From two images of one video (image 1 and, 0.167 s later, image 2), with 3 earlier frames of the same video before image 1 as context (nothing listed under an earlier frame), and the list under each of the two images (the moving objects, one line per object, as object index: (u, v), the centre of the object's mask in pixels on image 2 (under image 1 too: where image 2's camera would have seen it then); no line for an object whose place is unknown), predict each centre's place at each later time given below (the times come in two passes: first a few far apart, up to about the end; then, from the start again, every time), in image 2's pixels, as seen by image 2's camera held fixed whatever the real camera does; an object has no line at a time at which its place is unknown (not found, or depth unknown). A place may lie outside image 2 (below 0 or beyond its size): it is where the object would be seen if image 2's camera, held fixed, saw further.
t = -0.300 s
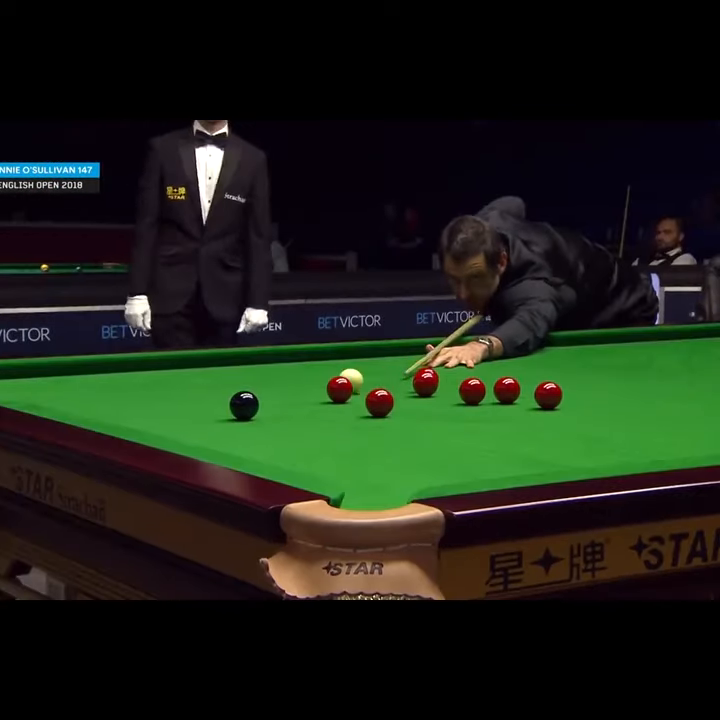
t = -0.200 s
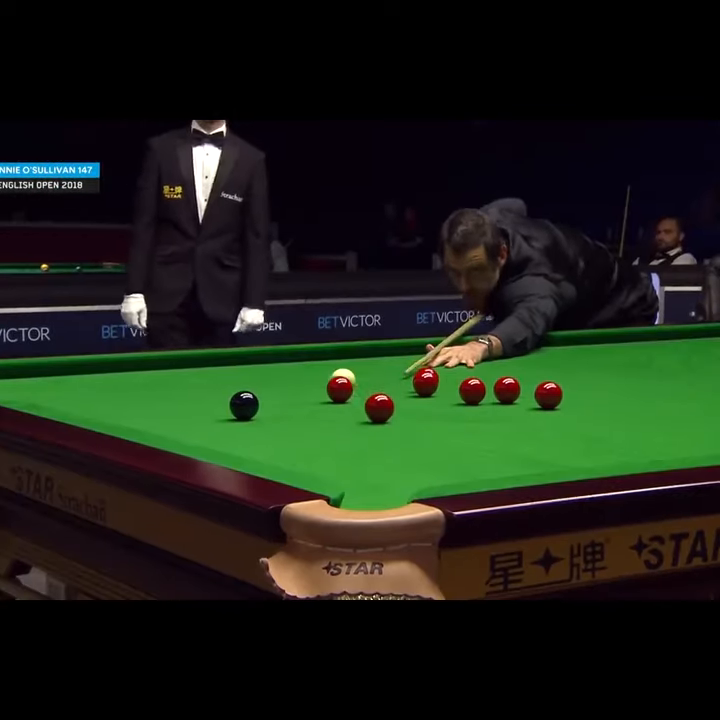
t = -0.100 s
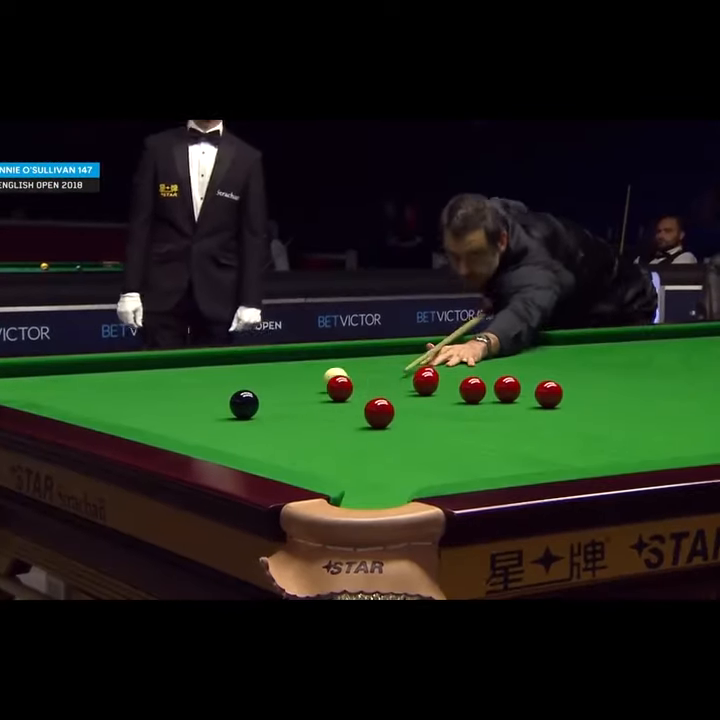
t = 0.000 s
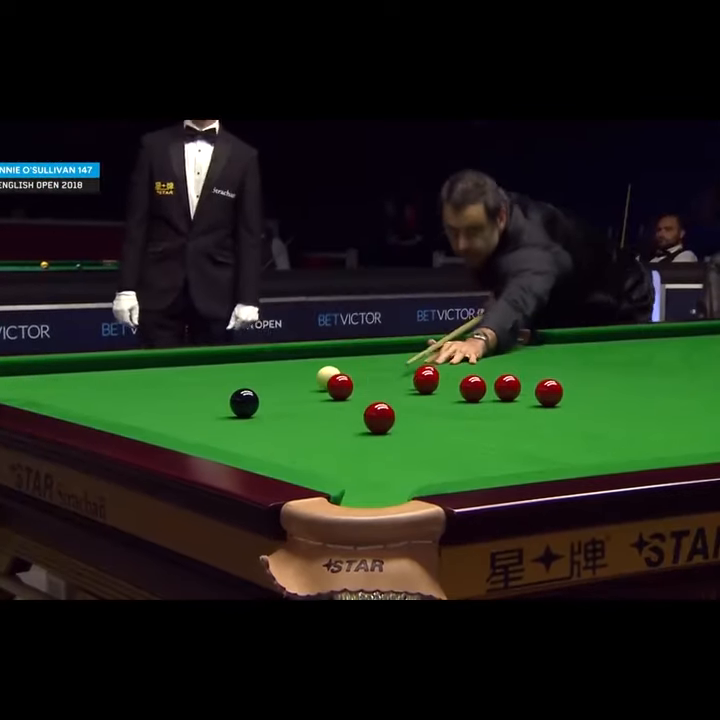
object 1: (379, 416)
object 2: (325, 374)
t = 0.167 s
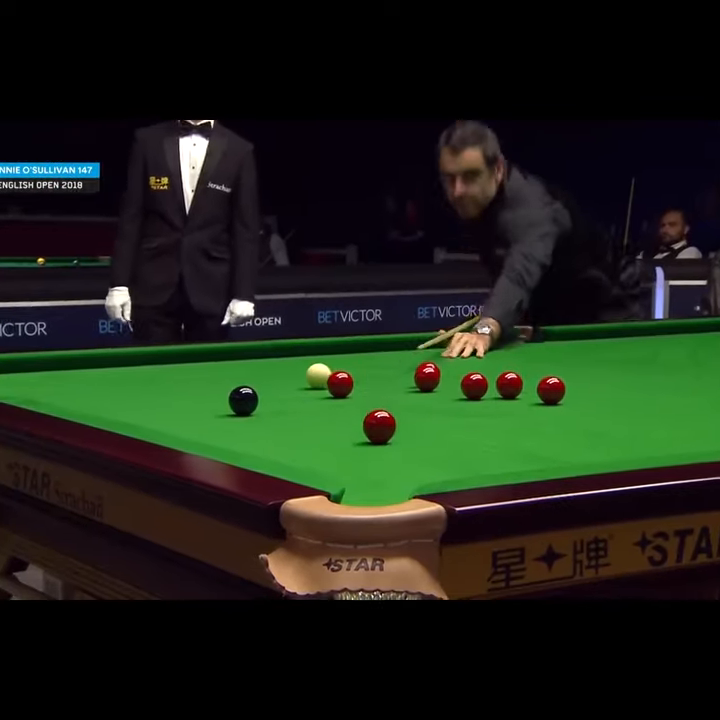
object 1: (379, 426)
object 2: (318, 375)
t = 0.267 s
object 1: (379, 433)
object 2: (313, 376)
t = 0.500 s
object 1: (379, 453)
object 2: (299, 375)
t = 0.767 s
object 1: (380, 479)
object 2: (288, 375)
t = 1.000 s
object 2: (279, 375)
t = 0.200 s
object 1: (379, 429)
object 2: (316, 375)
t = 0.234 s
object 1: (379, 430)
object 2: (315, 375)
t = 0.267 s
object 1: (379, 433)
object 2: (313, 376)
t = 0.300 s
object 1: (379, 436)
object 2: (310, 375)
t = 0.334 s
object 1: (379, 438)
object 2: (309, 375)
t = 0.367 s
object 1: (379, 441)
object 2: (307, 375)
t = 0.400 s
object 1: (379, 444)
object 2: (305, 375)
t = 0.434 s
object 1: (379, 446)
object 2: (303, 375)
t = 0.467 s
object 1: (379, 450)
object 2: (301, 375)
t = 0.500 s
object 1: (379, 453)
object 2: (299, 375)
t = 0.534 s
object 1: (379, 455)
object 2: (298, 375)
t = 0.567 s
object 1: (379, 459)
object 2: (296, 375)
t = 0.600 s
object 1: (380, 463)
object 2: (294, 375)
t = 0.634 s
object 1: (380, 465)
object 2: (293, 375)
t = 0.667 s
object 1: (380, 469)
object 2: (292, 375)
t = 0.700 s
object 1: (380, 473)
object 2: (291, 375)
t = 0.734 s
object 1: (380, 475)
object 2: (290, 375)
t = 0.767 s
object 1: (380, 479)
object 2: (288, 375)
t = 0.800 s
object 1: (380, 483)
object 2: (286, 374)
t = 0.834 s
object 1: (380, 484)
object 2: (285, 375)
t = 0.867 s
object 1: (380, 488)
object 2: (284, 374)
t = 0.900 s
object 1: (380, 490)
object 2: (283, 375)
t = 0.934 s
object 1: (380, 492)
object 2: (281, 375)
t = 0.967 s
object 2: (280, 375)
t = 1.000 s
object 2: (279, 375)
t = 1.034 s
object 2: (278, 375)
